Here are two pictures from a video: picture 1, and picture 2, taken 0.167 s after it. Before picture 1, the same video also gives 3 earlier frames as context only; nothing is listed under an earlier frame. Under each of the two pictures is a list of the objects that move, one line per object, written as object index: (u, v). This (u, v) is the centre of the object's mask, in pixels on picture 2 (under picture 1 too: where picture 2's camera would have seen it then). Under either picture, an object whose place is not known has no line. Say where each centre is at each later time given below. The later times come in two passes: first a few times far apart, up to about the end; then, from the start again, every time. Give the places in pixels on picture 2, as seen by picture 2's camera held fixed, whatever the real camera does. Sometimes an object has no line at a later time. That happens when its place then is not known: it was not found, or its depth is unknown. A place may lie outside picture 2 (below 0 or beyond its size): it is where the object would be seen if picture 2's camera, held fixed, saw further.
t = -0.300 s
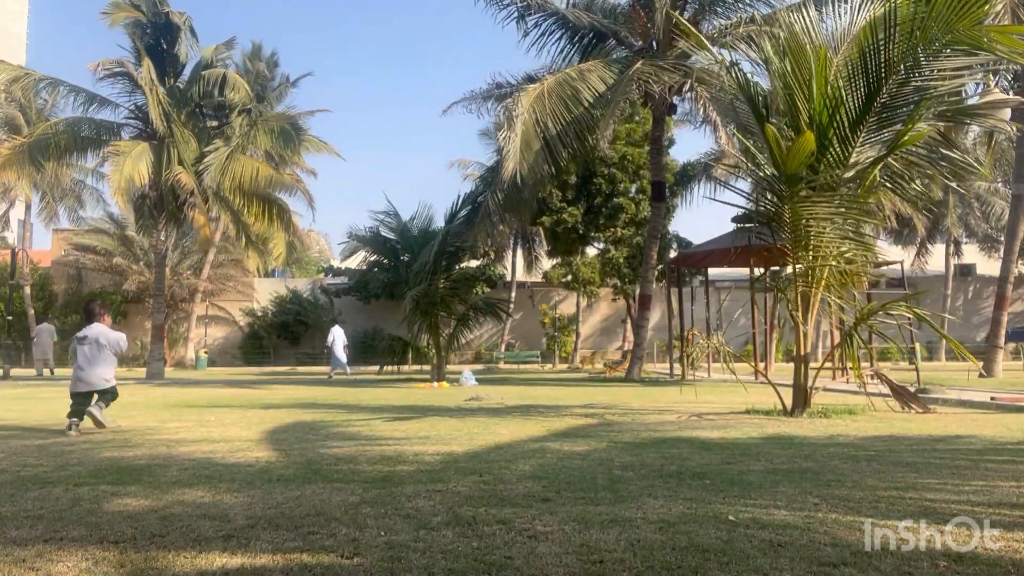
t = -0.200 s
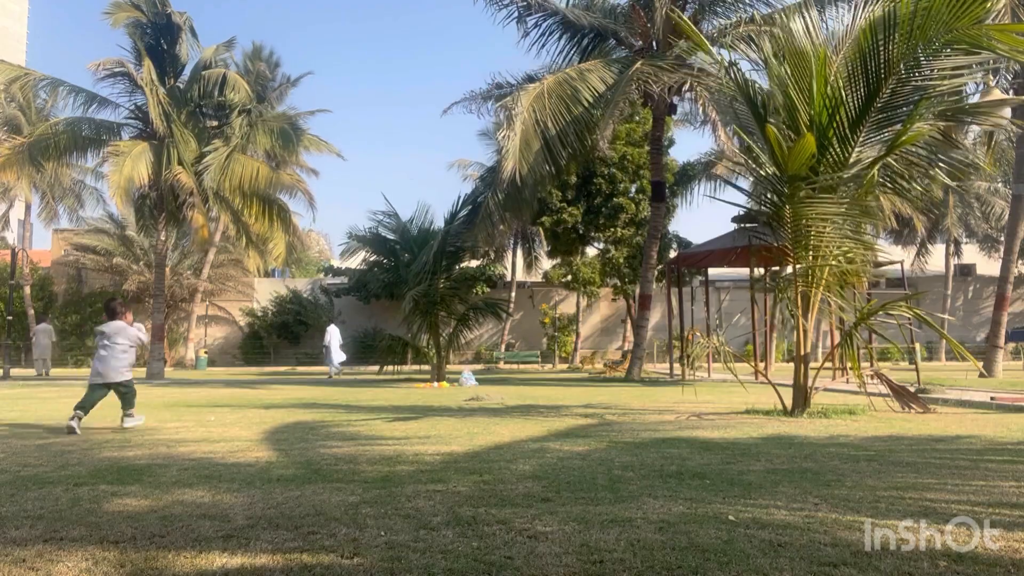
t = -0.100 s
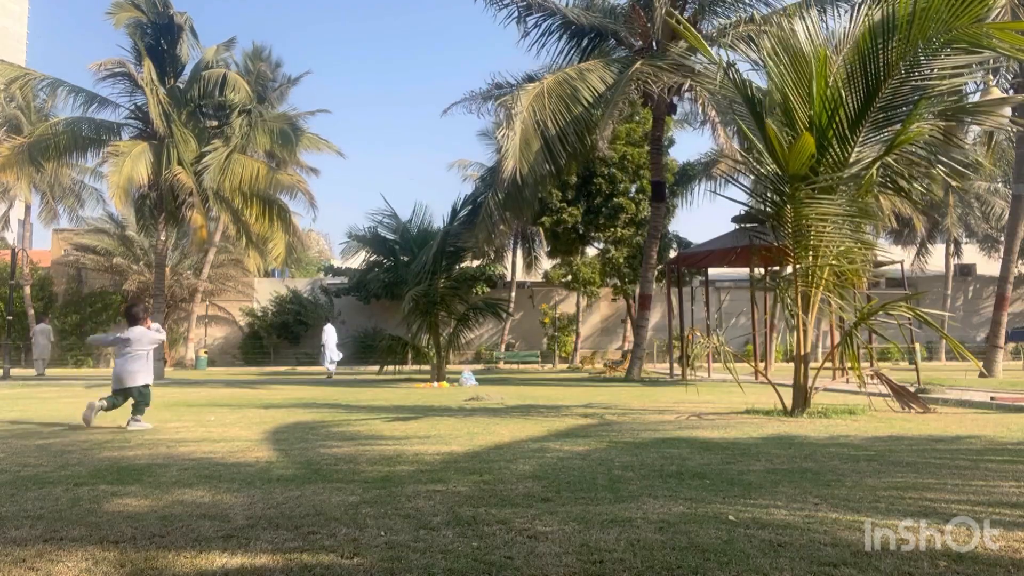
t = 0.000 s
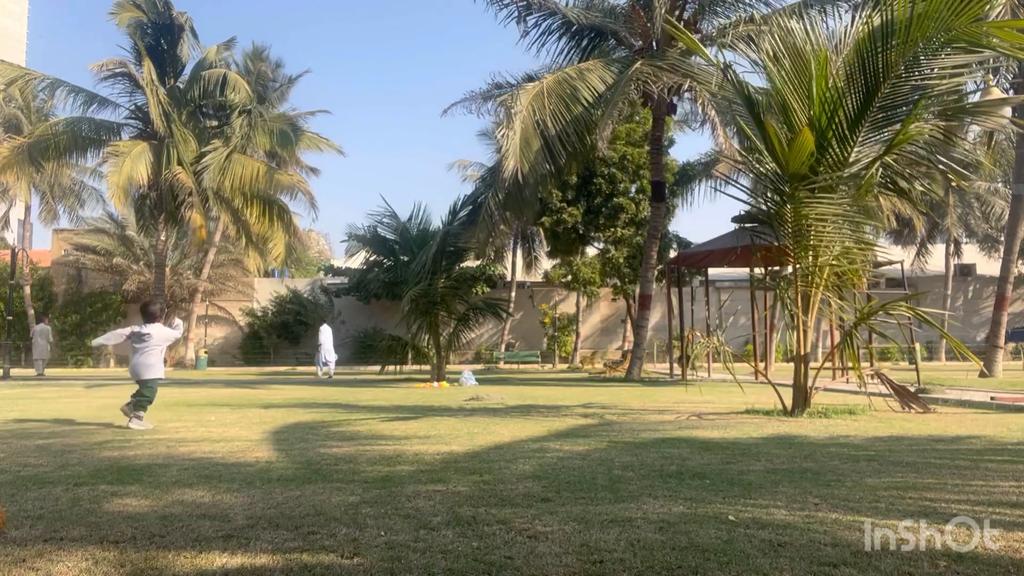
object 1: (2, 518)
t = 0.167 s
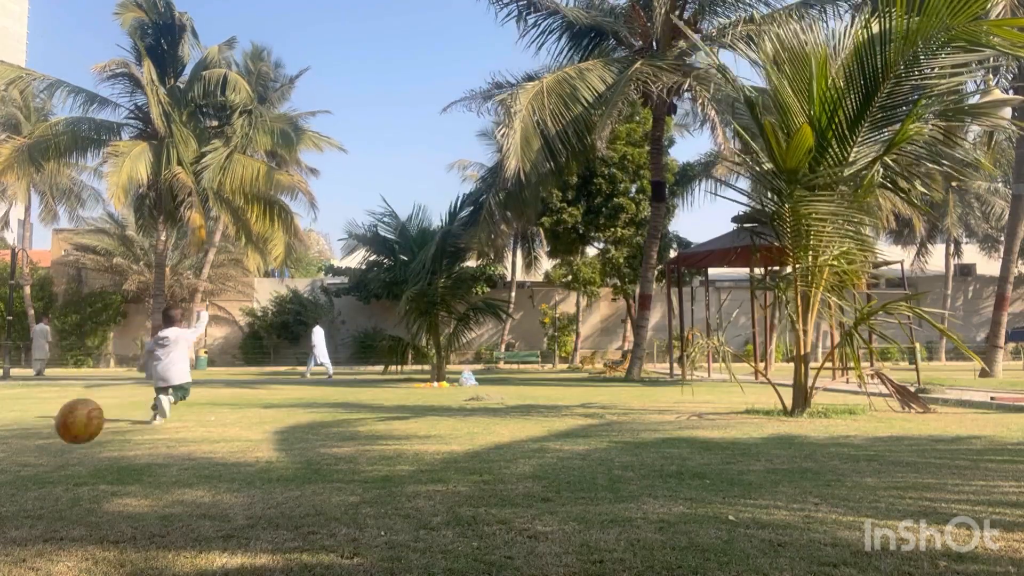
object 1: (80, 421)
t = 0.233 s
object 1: (114, 412)
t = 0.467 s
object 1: (198, 466)
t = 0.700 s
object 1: (257, 434)
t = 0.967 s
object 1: (311, 429)
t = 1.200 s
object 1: (353, 432)
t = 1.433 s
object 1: (389, 432)
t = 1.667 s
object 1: (424, 438)
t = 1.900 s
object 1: (458, 438)
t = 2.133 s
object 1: (489, 440)
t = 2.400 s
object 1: (520, 443)
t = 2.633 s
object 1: (545, 449)
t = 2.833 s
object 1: (563, 453)
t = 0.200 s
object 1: (98, 414)
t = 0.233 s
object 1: (114, 412)
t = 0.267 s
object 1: (127, 413)
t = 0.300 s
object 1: (140, 414)
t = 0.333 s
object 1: (154, 416)
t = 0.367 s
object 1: (168, 425)
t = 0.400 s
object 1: (179, 438)
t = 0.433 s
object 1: (189, 451)
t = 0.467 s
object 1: (198, 466)
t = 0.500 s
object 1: (209, 467)
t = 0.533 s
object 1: (219, 455)
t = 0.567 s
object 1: (229, 446)
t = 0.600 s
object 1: (237, 441)
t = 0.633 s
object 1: (243, 437)
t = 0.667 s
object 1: (250, 434)
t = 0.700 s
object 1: (257, 434)
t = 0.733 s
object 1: (264, 438)
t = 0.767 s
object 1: (271, 444)
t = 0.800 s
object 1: (276, 453)
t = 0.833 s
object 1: (283, 447)
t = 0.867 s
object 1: (291, 439)
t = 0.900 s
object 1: (297, 434)
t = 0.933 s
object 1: (304, 430)
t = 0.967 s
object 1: (311, 429)
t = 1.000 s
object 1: (318, 431)
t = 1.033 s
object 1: (325, 434)
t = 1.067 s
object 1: (331, 441)
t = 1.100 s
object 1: (337, 443)
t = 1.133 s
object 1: (343, 438)
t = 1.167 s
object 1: (348, 435)
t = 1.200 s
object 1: (353, 432)
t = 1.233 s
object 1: (358, 431)
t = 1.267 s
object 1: (363, 432)
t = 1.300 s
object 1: (368, 435)
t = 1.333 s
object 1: (373, 440)
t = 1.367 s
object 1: (377, 439)
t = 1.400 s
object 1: (383, 435)
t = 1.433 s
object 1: (389, 432)
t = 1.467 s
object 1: (394, 433)
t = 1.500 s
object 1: (400, 436)
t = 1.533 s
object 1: (405, 438)
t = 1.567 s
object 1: (410, 437)
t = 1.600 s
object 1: (414, 436)
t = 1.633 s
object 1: (419, 437)
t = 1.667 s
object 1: (424, 438)
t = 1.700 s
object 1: (429, 437)
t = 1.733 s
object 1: (434, 436)
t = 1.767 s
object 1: (438, 437)
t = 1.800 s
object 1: (444, 437)
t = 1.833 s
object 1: (448, 437)
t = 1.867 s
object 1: (454, 437)
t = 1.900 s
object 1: (458, 438)
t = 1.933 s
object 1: (463, 438)
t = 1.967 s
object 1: (468, 439)
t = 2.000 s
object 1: (472, 438)
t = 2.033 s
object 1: (477, 439)
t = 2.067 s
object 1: (481, 440)
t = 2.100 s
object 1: (485, 440)
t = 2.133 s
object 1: (489, 440)
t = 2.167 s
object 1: (493, 440)
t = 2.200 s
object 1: (497, 441)
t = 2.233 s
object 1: (501, 440)
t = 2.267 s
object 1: (505, 441)
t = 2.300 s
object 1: (509, 442)
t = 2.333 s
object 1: (513, 443)
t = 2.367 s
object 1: (516, 443)
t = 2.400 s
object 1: (520, 443)
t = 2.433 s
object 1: (523, 444)
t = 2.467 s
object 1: (527, 445)
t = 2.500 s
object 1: (531, 445)
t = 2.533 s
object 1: (534, 445)
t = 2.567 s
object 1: (537, 446)
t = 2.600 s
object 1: (541, 448)
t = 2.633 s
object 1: (545, 449)
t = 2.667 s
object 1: (548, 449)
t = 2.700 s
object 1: (550, 449)
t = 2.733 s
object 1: (554, 450)
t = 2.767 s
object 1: (558, 452)
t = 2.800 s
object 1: (561, 452)
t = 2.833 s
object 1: (563, 453)
